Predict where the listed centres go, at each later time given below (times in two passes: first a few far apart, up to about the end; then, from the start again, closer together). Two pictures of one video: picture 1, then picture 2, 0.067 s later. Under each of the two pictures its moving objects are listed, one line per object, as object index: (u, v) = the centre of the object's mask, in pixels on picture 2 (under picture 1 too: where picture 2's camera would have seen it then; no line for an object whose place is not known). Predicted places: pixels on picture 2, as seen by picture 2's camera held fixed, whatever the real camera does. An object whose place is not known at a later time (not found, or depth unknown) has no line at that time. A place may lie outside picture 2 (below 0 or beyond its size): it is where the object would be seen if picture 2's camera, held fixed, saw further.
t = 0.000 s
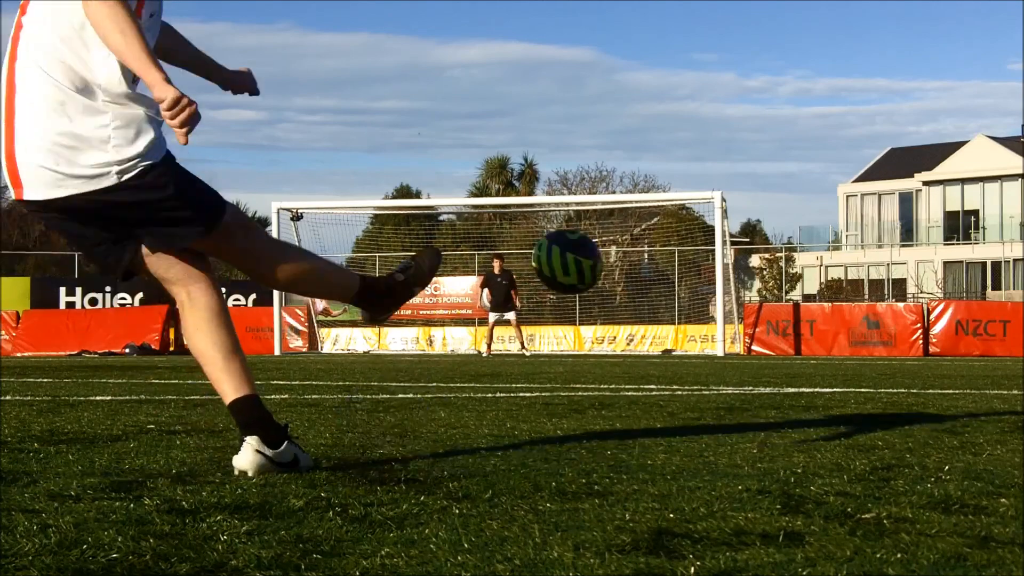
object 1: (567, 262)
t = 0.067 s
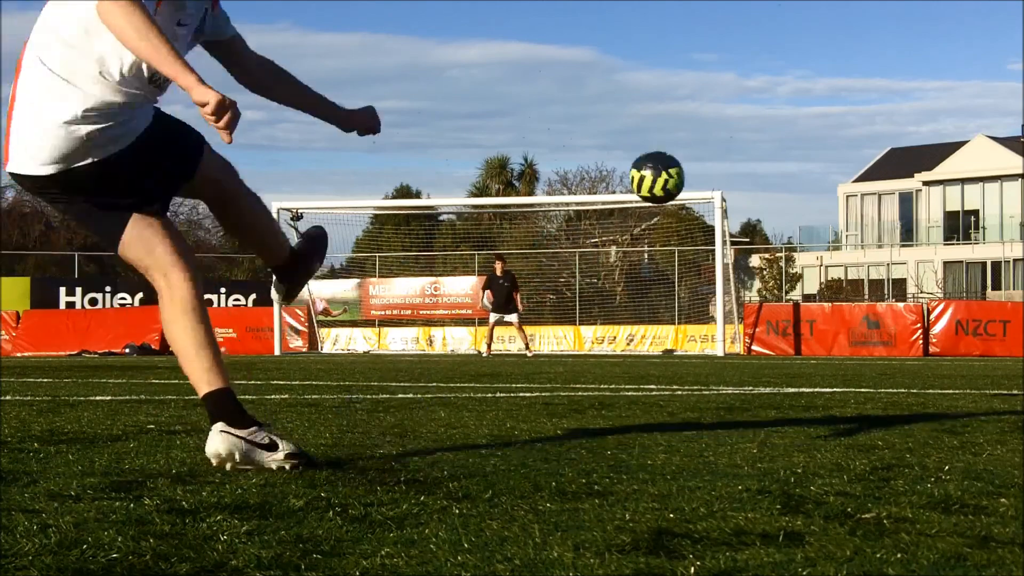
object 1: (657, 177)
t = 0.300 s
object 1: (761, 82)
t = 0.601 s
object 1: (763, 103)
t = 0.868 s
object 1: (736, 164)
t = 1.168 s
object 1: (656, 244)
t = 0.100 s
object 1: (686, 150)
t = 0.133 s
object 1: (708, 130)
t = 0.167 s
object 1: (725, 114)
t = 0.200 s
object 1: (737, 102)
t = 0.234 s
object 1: (747, 93)
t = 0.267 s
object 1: (755, 87)
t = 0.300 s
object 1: (761, 82)
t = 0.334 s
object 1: (765, 80)
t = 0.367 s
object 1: (766, 79)
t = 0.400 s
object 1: (768, 80)
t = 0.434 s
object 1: (769, 82)
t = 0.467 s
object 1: (770, 85)
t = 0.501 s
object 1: (769, 88)
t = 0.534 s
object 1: (768, 92)
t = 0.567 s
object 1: (766, 97)
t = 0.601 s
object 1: (763, 103)
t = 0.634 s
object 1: (761, 110)
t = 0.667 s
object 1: (758, 116)
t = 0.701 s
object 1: (756, 123)
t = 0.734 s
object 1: (752, 131)
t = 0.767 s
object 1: (748, 139)
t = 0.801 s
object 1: (744, 147)
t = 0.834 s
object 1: (740, 155)
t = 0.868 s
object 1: (736, 164)
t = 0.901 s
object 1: (732, 173)
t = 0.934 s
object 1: (727, 182)
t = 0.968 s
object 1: (723, 191)
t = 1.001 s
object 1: (718, 201)
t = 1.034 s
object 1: (714, 211)
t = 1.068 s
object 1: (707, 220)
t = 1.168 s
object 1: (656, 244)
